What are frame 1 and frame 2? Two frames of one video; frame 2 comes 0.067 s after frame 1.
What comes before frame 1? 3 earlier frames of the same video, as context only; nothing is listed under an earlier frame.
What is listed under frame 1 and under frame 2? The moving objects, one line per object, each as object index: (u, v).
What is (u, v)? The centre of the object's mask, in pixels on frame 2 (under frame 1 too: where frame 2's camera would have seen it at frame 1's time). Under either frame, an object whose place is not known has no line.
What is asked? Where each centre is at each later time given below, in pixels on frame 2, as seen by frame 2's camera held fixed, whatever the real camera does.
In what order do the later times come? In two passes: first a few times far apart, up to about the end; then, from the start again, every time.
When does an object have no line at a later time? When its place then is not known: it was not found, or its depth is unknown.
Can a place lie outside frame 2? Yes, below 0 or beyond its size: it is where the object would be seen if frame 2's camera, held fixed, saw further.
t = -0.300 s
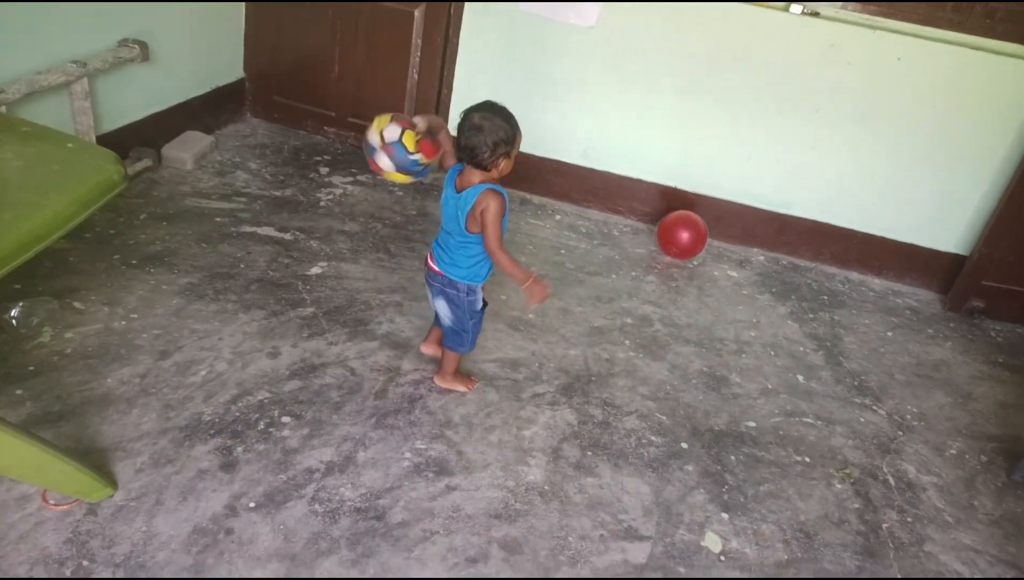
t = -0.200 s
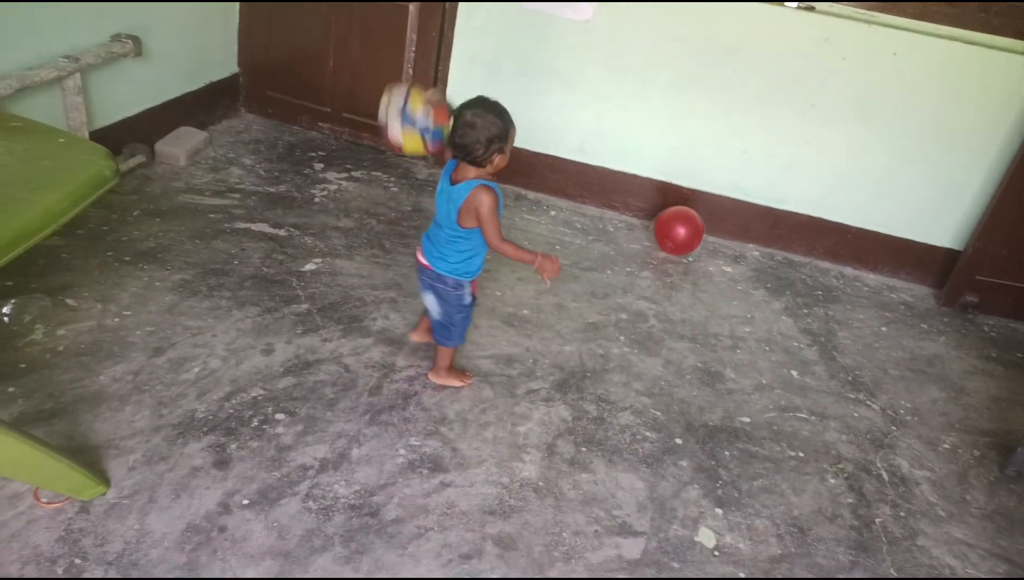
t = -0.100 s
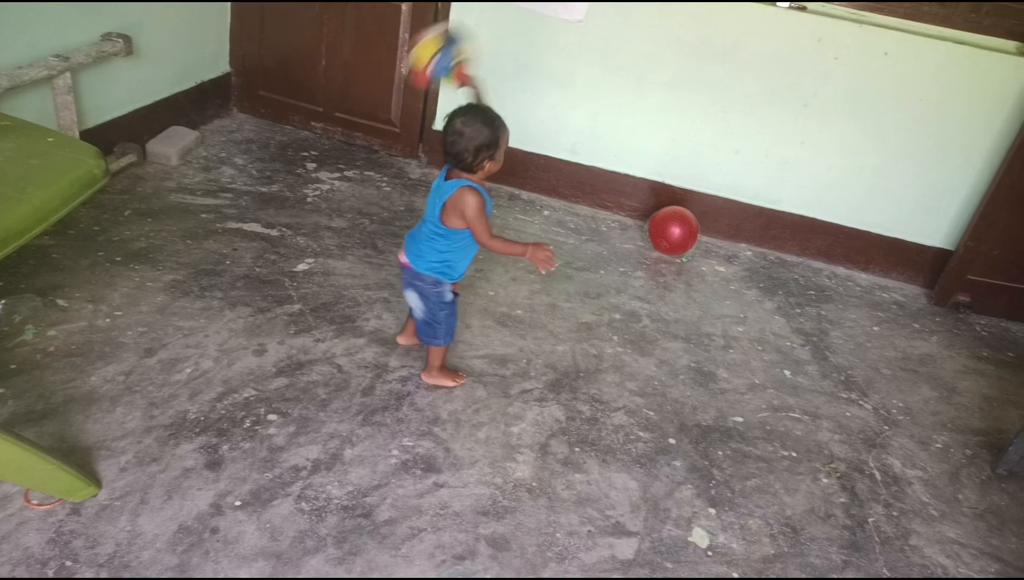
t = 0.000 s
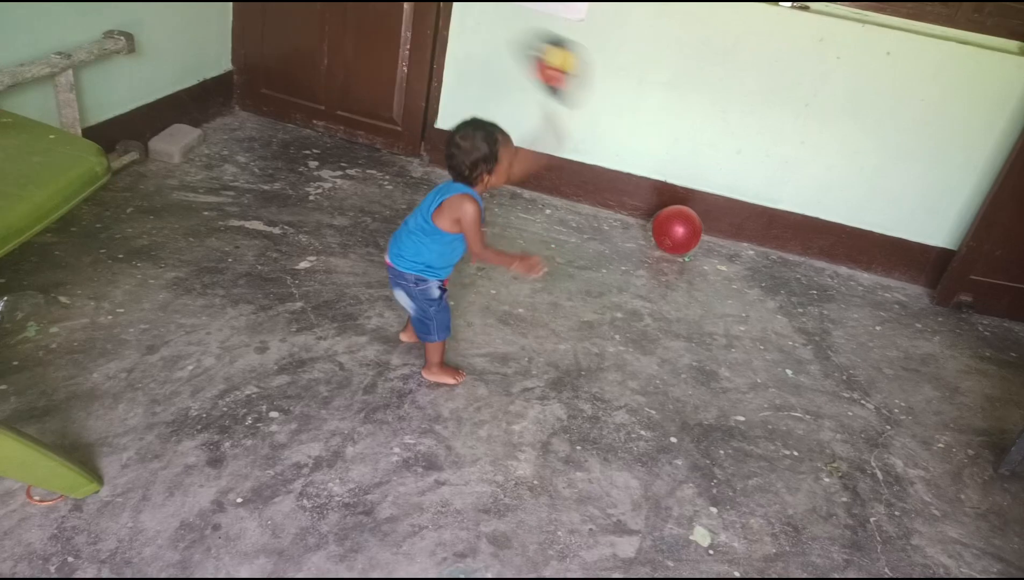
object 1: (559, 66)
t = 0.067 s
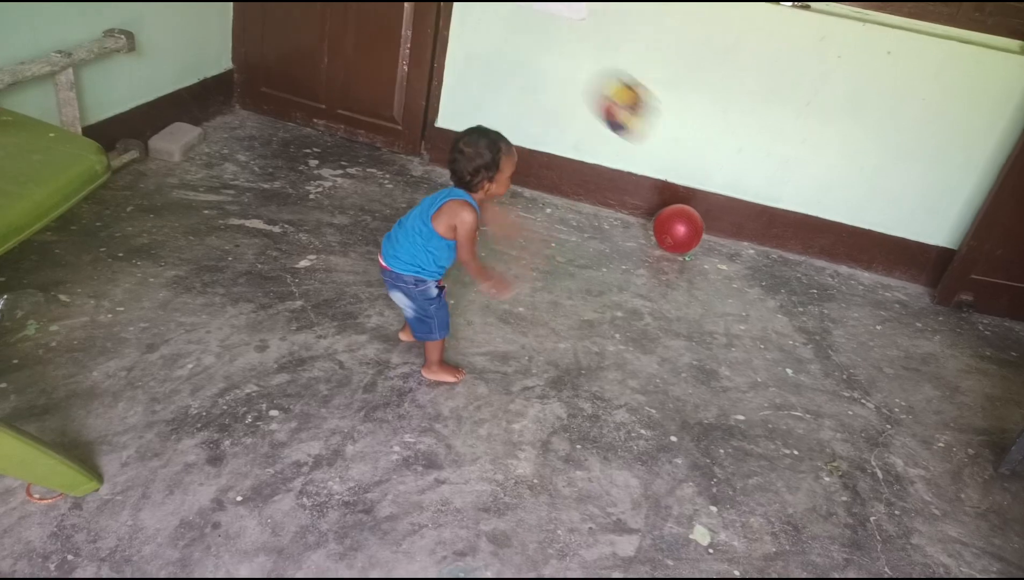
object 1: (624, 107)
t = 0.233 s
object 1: (725, 233)
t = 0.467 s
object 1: (779, 256)
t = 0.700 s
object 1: (806, 259)
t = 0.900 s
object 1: (816, 258)
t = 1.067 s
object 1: (816, 259)
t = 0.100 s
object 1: (654, 131)
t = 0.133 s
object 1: (675, 155)
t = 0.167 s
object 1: (695, 184)
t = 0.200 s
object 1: (713, 209)
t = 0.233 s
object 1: (725, 233)
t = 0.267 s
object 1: (734, 258)
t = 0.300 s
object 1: (740, 279)
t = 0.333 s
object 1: (748, 277)
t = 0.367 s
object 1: (758, 265)
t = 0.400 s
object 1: (767, 258)
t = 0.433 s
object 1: (774, 255)
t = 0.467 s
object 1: (779, 256)
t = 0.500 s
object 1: (783, 258)
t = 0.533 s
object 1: (788, 260)
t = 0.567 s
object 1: (791, 264)
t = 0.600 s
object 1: (794, 264)
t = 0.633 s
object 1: (796, 261)
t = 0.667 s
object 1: (802, 260)
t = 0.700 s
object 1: (806, 259)
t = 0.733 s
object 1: (808, 259)
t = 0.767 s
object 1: (810, 258)
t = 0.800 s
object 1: (812, 257)
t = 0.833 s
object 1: (814, 257)
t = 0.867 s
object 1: (815, 257)
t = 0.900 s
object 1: (816, 258)
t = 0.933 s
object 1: (816, 259)
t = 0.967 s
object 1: (816, 259)
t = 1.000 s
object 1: (816, 259)
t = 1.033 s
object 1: (816, 259)
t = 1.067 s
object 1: (816, 259)
